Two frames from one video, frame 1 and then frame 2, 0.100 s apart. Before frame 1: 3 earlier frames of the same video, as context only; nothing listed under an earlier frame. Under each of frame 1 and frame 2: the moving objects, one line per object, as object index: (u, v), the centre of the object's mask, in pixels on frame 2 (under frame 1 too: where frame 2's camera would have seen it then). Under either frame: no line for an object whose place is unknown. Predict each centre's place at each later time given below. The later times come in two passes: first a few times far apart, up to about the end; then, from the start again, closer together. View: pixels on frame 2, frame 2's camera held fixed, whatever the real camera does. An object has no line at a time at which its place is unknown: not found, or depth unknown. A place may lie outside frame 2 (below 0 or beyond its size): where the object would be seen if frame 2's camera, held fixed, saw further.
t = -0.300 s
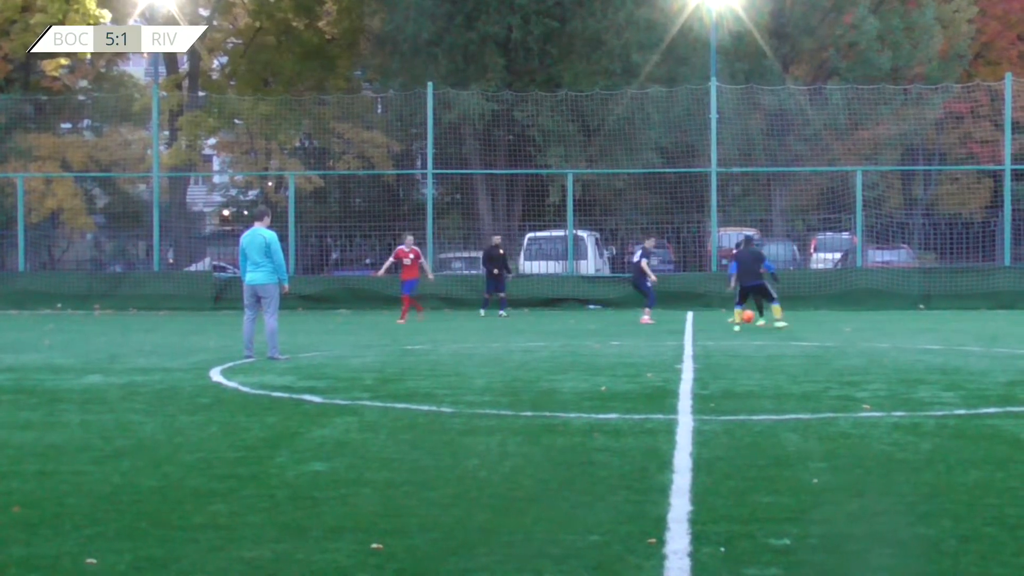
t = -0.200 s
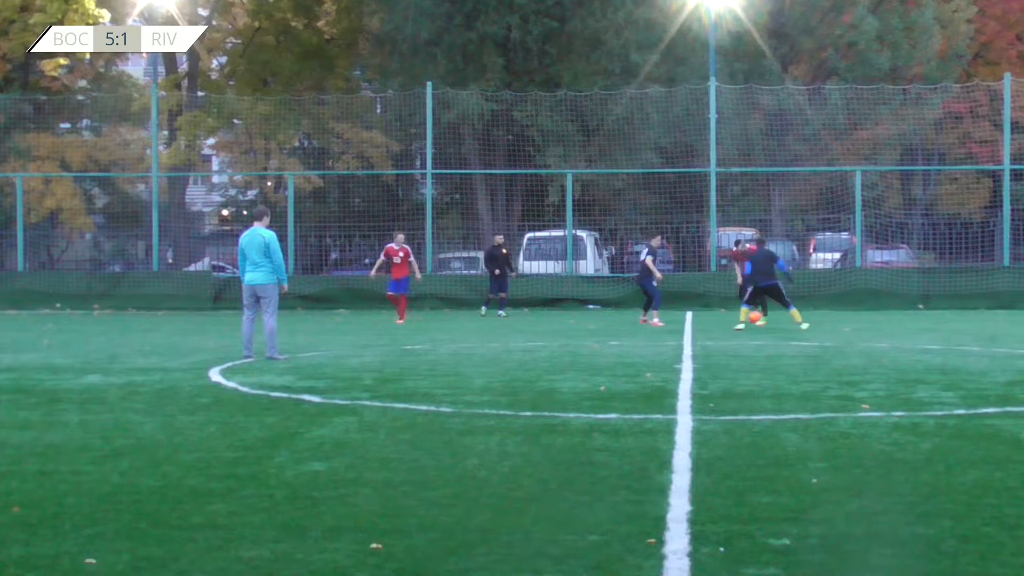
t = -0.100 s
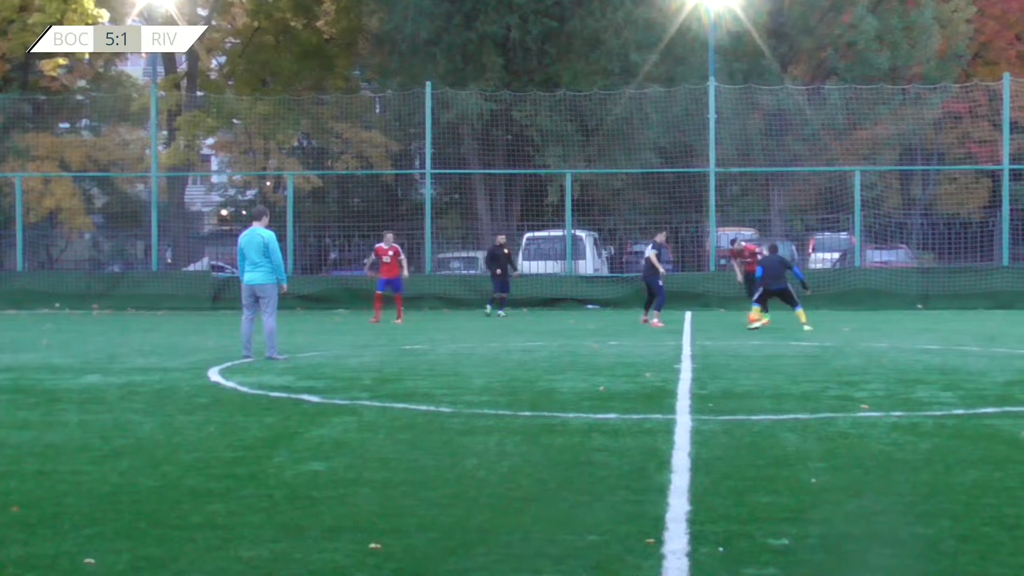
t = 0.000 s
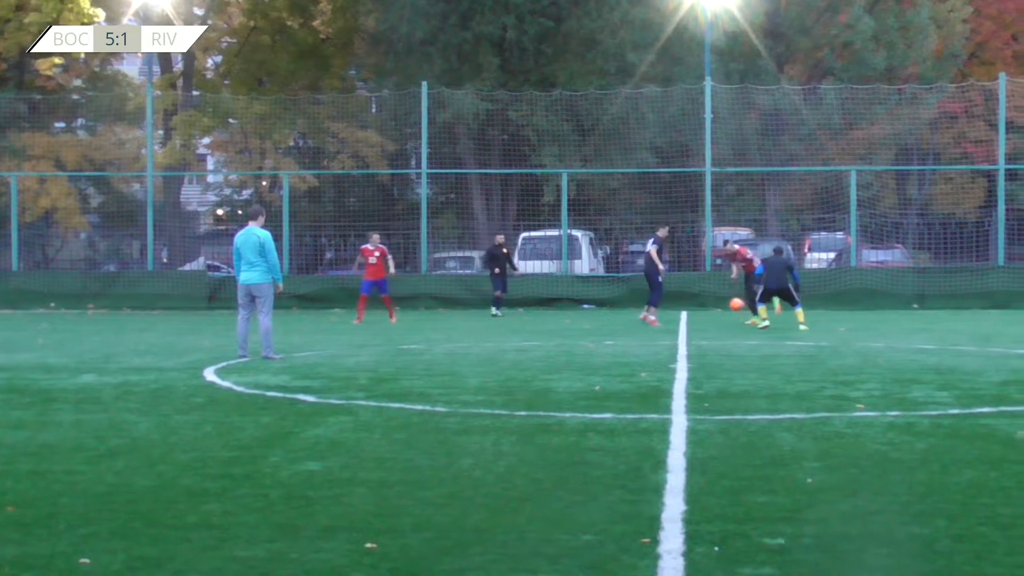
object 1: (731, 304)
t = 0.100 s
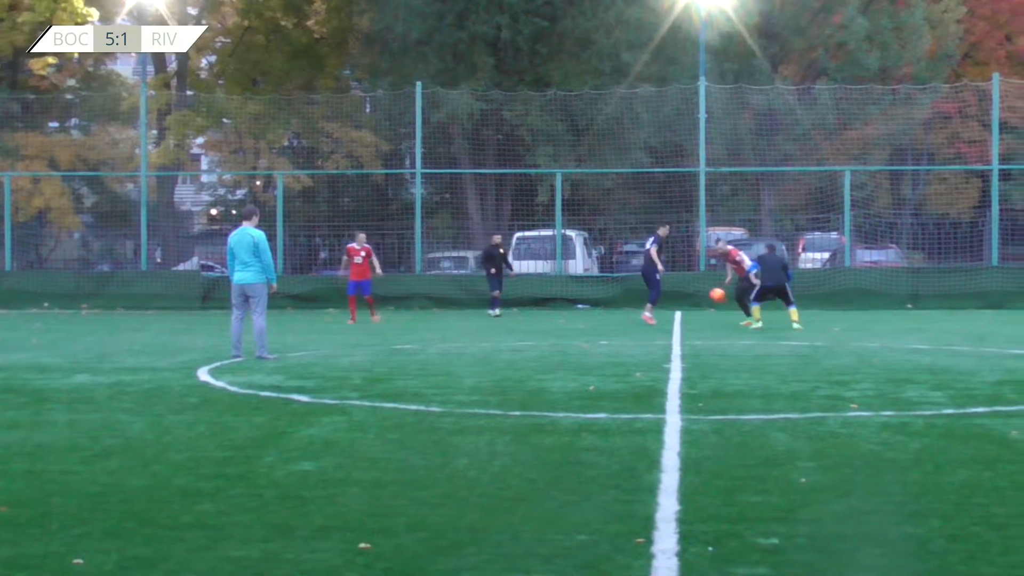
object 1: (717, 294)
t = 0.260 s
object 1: (698, 291)
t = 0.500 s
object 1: (661, 316)
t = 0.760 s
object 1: (642, 315)
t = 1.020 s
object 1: (632, 331)
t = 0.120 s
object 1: (714, 293)
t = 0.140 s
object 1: (711, 292)
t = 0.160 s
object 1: (708, 291)
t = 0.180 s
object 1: (705, 291)
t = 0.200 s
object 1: (703, 291)
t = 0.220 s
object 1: (701, 291)
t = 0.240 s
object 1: (699, 291)
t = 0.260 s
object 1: (698, 291)
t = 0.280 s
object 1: (695, 292)
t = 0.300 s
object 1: (692, 293)
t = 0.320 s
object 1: (689, 294)
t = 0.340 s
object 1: (686, 295)
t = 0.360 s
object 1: (683, 297)
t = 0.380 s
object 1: (680, 299)
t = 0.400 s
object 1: (677, 301)
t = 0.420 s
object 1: (674, 304)
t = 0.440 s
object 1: (670, 307)
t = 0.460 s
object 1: (667, 310)
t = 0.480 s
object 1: (664, 313)
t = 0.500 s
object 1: (661, 316)
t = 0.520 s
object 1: (658, 320)
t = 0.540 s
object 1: (655, 324)
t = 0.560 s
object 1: (652, 329)
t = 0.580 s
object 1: (650, 332)
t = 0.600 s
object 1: (649, 329)
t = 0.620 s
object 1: (648, 327)
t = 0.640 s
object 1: (647, 323)
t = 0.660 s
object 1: (646, 322)
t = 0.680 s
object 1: (645, 320)
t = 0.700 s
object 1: (644, 318)
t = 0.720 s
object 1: (643, 317)
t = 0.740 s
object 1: (642, 316)
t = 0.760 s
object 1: (642, 315)
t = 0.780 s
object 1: (640, 315)
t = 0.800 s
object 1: (639, 315)
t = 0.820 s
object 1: (639, 315)
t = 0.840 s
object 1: (638, 315)
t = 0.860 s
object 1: (637, 316)
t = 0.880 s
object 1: (636, 316)
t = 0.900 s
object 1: (635, 318)
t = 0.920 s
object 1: (635, 319)
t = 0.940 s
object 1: (634, 321)
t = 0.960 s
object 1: (634, 323)
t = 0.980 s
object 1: (633, 325)
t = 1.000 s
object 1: (632, 327)
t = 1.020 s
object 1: (632, 331)
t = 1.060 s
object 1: (629, 338)
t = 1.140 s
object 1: (625, 333)
